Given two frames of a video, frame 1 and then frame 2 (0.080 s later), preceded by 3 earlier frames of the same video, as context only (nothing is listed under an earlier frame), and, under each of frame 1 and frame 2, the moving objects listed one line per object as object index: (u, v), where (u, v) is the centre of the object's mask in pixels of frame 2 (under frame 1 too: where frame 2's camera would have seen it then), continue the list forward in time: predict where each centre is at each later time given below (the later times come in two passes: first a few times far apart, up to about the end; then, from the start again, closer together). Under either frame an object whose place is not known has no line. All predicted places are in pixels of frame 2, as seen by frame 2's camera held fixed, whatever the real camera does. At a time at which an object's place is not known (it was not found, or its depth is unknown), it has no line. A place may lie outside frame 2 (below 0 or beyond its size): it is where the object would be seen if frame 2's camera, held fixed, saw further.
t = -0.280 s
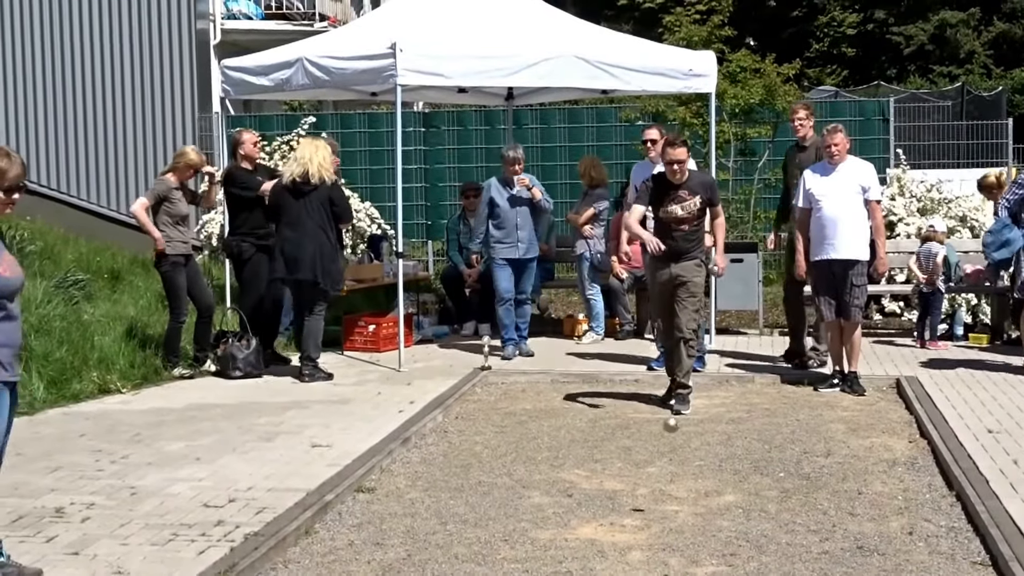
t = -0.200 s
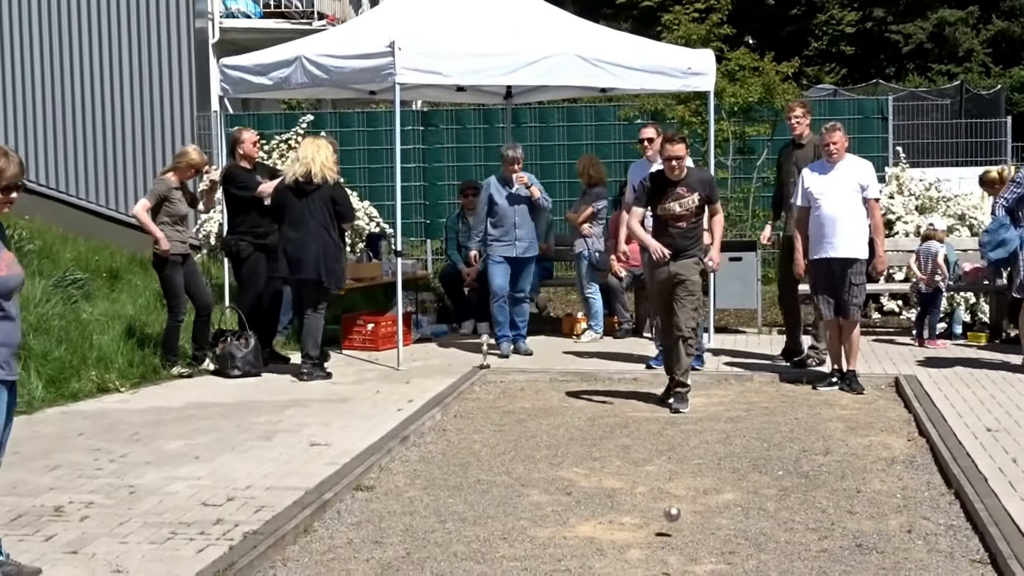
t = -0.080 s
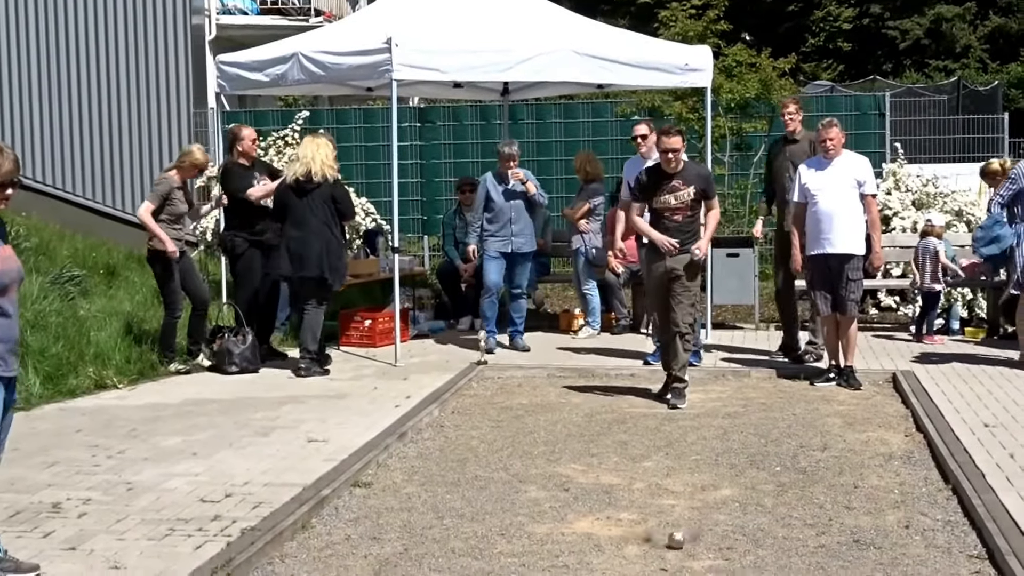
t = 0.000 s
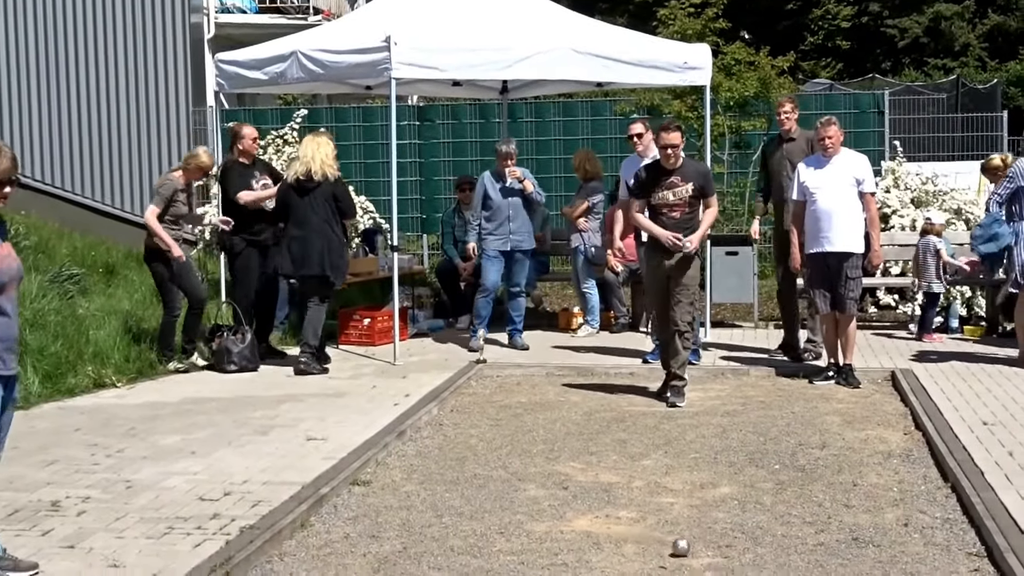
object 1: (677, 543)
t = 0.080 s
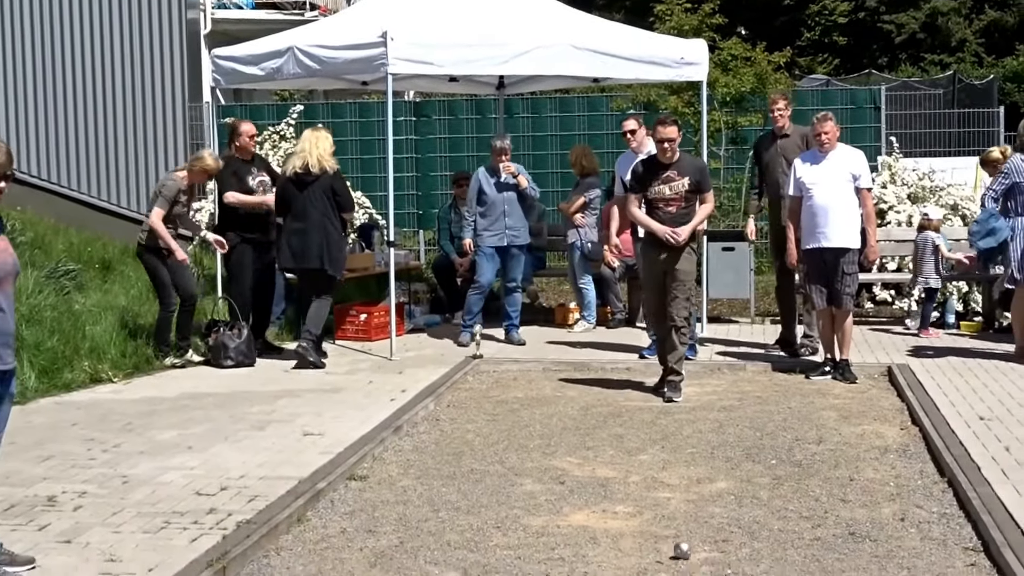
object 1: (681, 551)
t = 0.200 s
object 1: (690, 563)
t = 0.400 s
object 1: (707, 577)
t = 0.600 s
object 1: (714, 590)
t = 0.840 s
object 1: (715, 597)
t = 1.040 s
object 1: (715, 611)
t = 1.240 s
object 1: (712, 617)
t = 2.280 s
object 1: (716, 619)
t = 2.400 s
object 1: (717, 620)
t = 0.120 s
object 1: (684, 555)
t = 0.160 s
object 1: (687, 560)
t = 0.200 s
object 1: (690, 563)
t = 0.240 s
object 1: (693, 566)
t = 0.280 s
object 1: (697, 569)
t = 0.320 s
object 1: (701, 573)
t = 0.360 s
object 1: (704, 573)
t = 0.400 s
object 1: (707, 577)
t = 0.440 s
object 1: (710, 582)
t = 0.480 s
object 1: (712, 585)
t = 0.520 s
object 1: (714, 587)
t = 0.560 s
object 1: (714, 589)
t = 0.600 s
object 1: (714, 590)
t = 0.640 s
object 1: (715, 591)
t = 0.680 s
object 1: (715, 592)
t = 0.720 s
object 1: (715, 593)
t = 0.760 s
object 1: (716, 595)
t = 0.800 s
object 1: (716, 596)
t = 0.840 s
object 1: (715, 597)
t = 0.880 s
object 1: (716, 597)
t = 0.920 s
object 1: (716, 598)
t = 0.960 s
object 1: (715, 601)
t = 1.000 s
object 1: (715, 609)
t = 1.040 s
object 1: (715, 611)
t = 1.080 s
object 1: (714, 613)
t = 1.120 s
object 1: (714, 614)
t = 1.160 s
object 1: (713, 615)
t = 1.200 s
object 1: (713, 616)
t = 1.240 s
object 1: (712, 617)
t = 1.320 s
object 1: (713, 618)
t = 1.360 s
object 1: (714, 619)
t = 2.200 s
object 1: (716, 620)
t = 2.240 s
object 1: (716, 620)
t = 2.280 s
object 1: (716, 619)
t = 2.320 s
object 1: (716, 620)
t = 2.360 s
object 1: (717, 620)
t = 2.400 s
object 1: (717, 620)
